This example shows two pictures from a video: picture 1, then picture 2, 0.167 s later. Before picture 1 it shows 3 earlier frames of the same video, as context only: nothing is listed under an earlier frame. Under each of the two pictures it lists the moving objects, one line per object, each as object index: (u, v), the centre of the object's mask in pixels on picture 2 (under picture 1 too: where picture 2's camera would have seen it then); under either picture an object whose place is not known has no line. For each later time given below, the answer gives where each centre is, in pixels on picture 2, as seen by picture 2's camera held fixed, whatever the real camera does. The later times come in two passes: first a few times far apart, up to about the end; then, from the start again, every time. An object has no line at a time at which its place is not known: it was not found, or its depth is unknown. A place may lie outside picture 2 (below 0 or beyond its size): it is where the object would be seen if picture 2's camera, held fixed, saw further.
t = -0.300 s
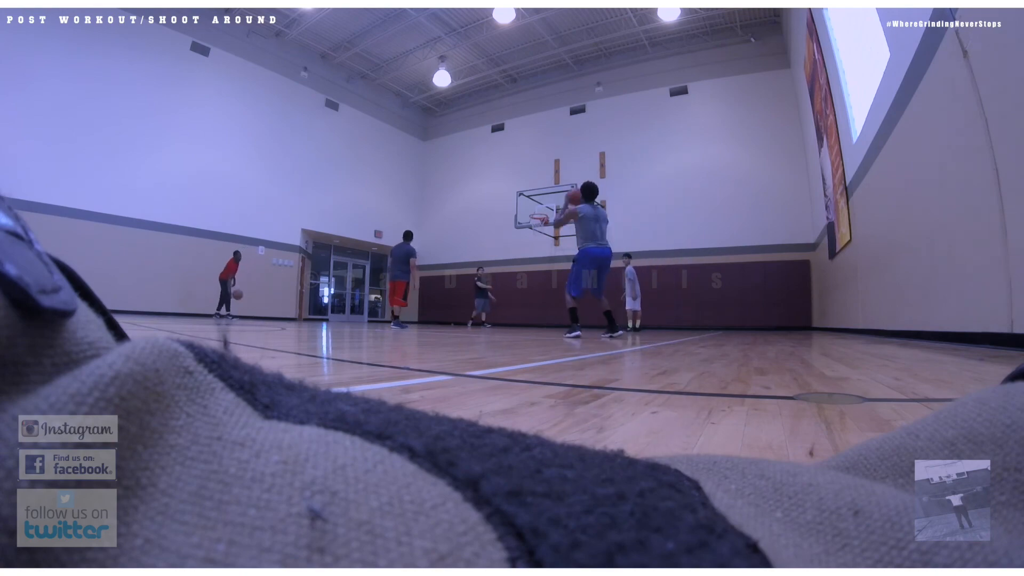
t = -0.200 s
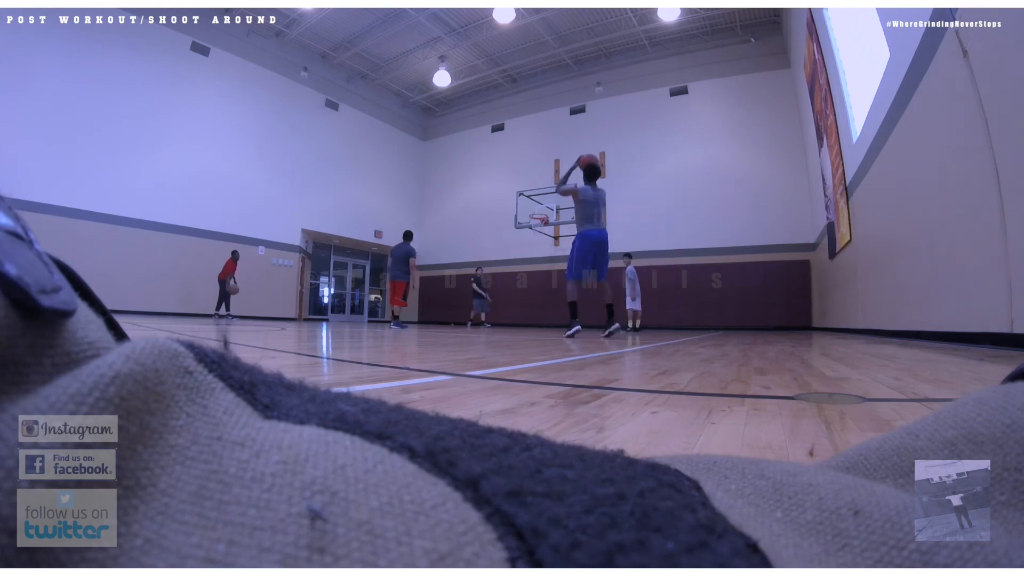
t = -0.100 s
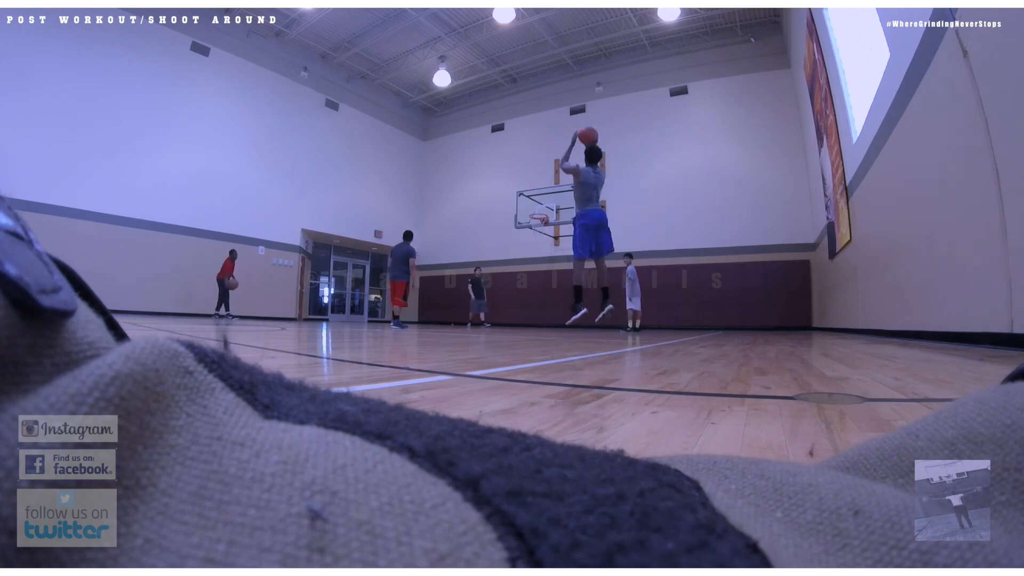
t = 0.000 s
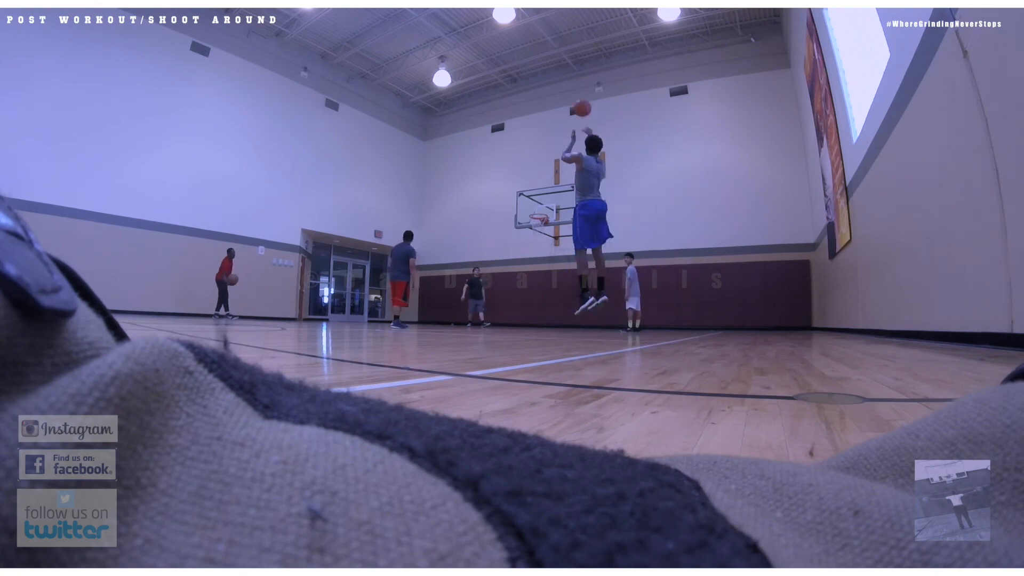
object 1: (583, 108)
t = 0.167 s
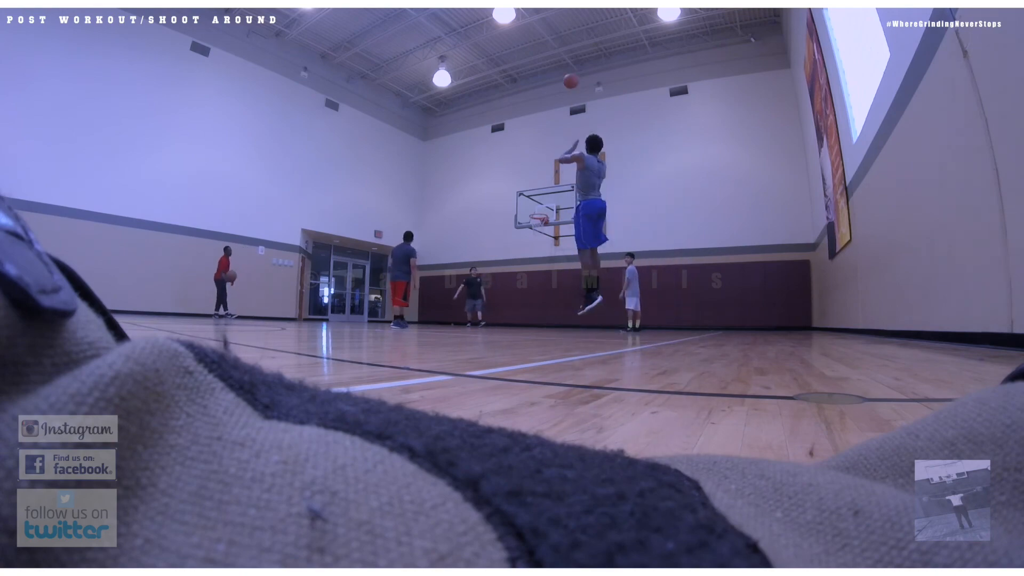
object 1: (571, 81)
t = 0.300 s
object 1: (565, 74)
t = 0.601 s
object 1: (554, 88)
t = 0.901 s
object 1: (547, 129)
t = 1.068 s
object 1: (543, 161)
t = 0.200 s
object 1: (569, 78)
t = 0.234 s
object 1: (568, 76)
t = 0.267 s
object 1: (566, 75)
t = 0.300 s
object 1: (565, 74)
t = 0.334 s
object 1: (564, 74)
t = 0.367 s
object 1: (562, 74)
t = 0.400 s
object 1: (561, 75)
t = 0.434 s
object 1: (560, 76)
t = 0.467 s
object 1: (559, 77)
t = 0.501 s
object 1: (557, 79)
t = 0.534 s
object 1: (556, 82)
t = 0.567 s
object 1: (555, 85)
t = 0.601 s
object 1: (554, 88)
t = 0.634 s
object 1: (553, 91)
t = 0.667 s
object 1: (552, 95)
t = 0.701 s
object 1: (551, 99)
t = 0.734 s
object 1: (550, 103)
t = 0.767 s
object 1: (550, 108)
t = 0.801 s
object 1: (549, 113)
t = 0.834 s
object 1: (548, 118)
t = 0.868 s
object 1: (547, 123)
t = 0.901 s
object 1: (547, 129)
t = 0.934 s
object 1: (546, 135)
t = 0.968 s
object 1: (545, 141)
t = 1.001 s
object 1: (544, 147)
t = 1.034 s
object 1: (544, 154)
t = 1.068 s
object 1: (543, 161)
